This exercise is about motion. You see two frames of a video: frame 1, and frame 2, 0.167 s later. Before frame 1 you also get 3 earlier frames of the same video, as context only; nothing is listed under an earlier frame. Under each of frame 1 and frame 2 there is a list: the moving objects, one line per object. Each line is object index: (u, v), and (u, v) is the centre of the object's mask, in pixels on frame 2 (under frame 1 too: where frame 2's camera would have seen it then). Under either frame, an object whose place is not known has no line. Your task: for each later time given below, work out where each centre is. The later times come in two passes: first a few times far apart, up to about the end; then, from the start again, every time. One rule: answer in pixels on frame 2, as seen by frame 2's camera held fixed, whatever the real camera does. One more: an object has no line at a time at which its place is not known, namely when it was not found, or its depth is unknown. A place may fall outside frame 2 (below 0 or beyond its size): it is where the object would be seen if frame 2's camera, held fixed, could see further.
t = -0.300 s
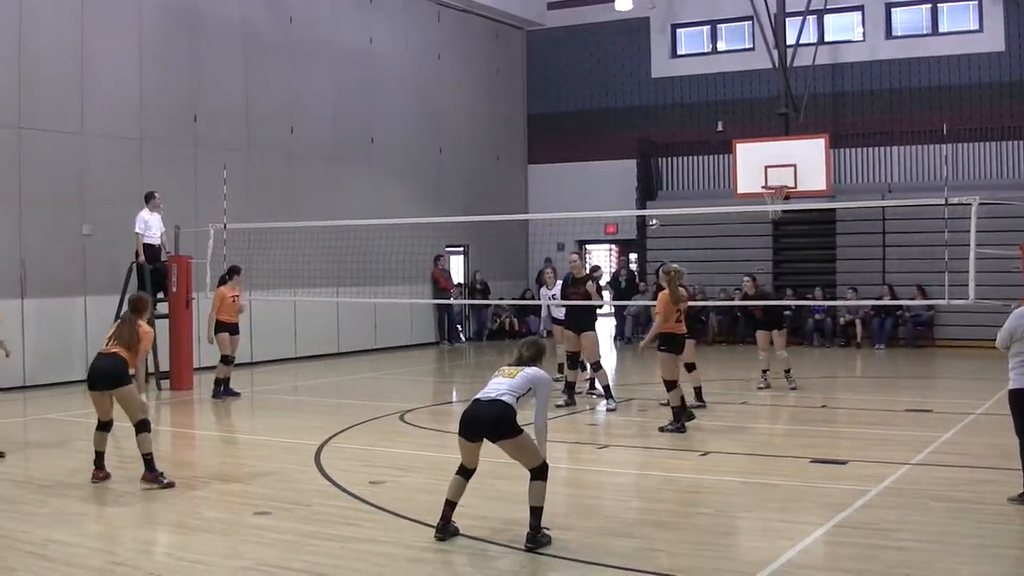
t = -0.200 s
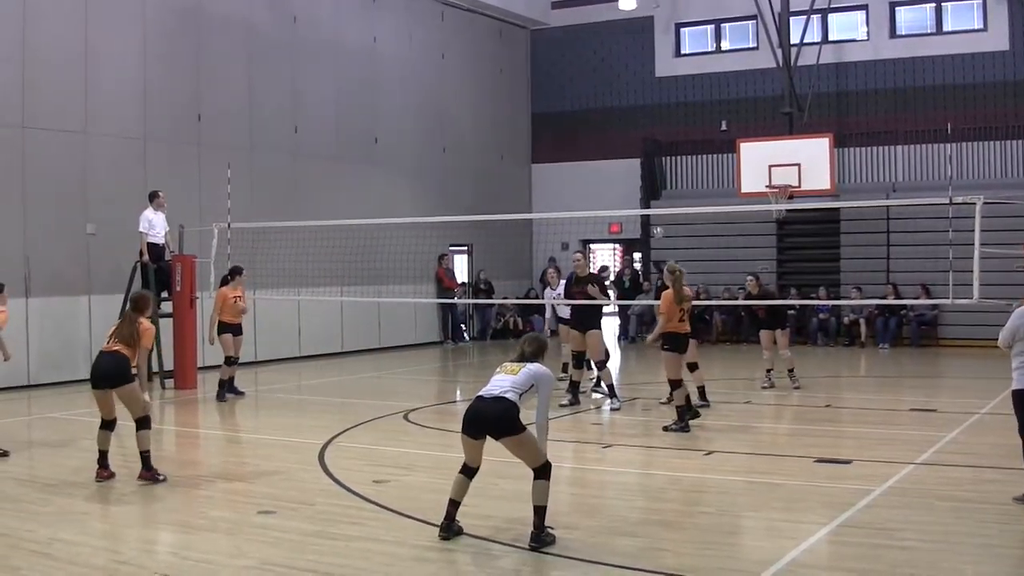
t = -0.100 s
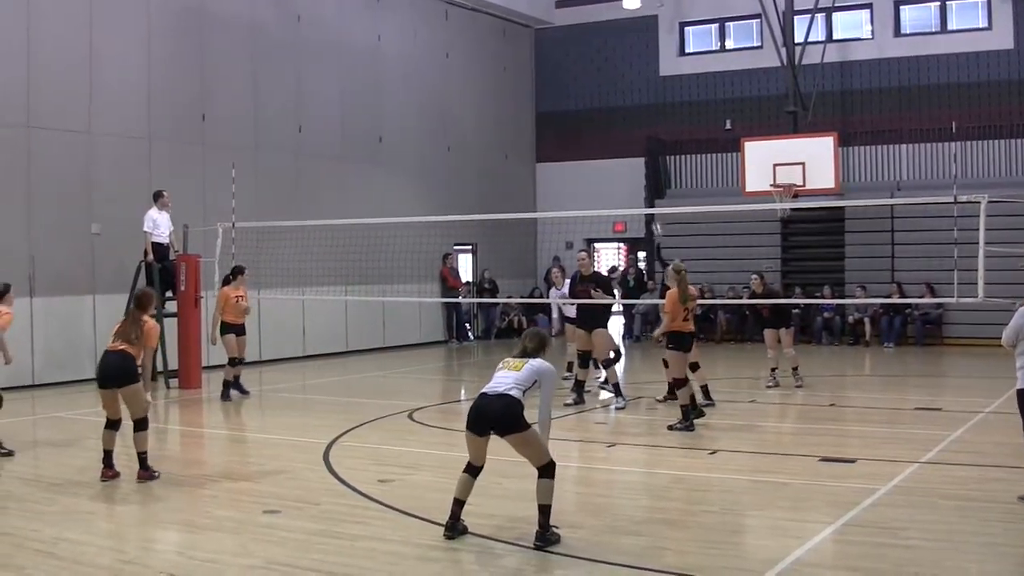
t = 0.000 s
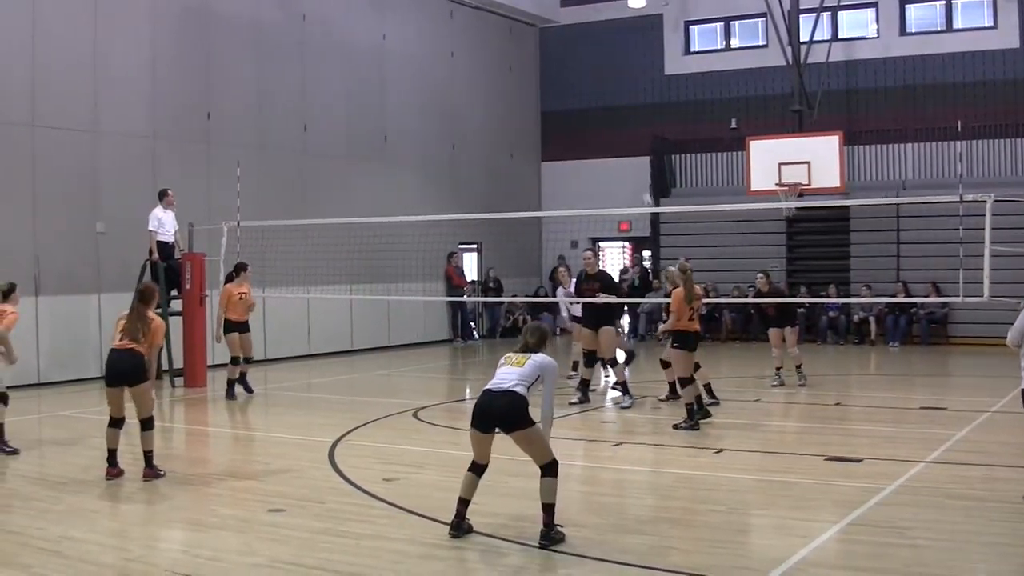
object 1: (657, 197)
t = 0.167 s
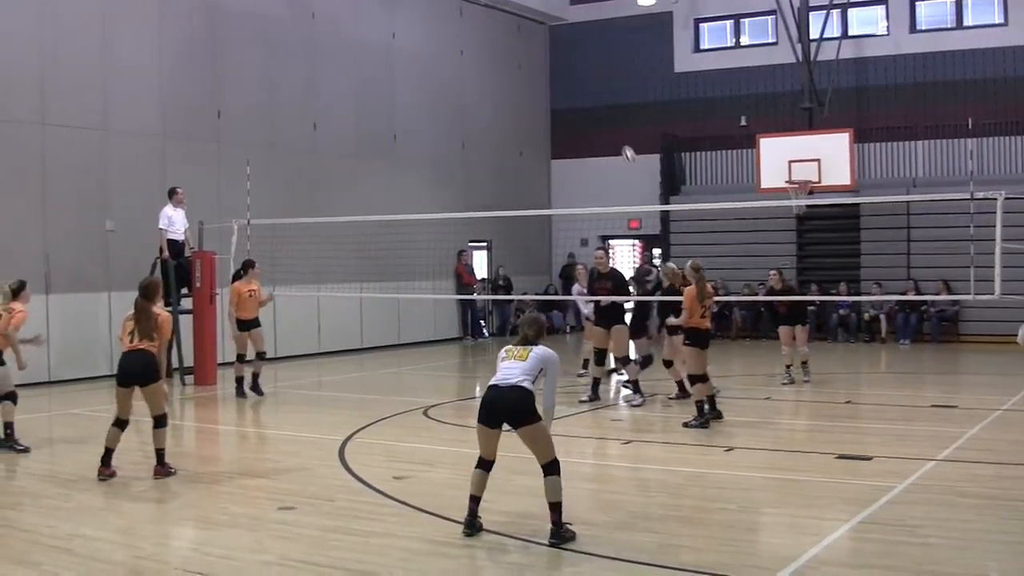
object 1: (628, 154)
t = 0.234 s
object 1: (616, 141)
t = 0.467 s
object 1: (567, 113)
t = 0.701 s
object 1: (507, 122)
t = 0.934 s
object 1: (423, 184)
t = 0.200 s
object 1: (622, 147)
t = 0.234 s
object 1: (616, 141)
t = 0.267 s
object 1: (609, 135)
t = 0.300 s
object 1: (602, 129)
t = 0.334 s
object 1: (595, 124)
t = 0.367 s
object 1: (588, 120)
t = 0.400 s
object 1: (581, 117)
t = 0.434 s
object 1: (574, 116)
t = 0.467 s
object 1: (567, 113)
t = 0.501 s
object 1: (559, 112)
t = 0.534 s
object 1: (551, 112)
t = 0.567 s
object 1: (542, 112)
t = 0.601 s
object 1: (533, 113)
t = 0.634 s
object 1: (525, 114)
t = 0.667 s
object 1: (516, 118)
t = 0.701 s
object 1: (507, 122)
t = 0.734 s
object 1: (496, 127)
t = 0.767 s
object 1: (486, 132)
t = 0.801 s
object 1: (474, 140)
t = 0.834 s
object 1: (463, 149)
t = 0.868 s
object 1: (452, 159)
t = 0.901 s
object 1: (439, 169)
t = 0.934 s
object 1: (423, 184)
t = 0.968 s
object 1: (411, 202)
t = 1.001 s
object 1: (394, 220)
